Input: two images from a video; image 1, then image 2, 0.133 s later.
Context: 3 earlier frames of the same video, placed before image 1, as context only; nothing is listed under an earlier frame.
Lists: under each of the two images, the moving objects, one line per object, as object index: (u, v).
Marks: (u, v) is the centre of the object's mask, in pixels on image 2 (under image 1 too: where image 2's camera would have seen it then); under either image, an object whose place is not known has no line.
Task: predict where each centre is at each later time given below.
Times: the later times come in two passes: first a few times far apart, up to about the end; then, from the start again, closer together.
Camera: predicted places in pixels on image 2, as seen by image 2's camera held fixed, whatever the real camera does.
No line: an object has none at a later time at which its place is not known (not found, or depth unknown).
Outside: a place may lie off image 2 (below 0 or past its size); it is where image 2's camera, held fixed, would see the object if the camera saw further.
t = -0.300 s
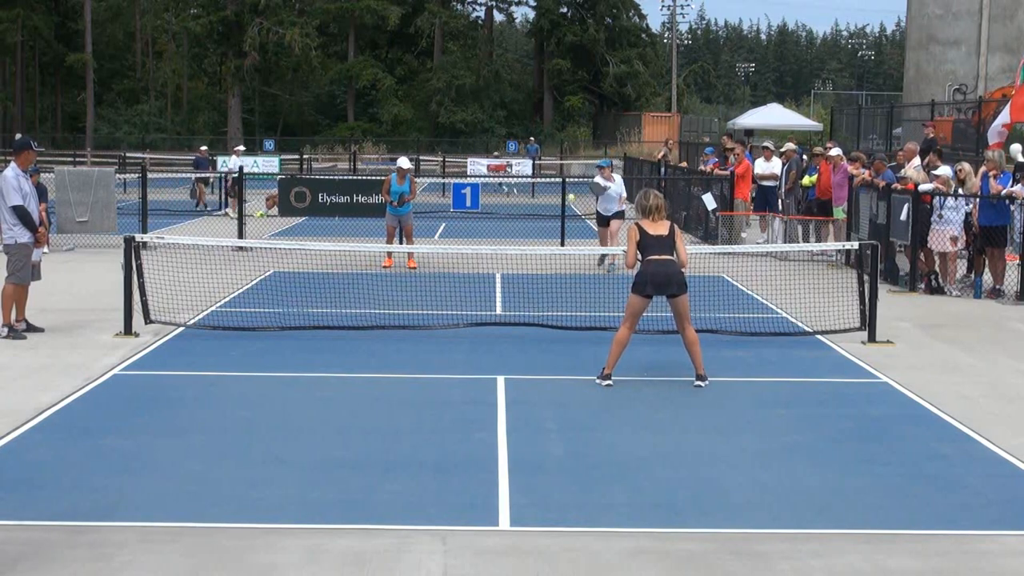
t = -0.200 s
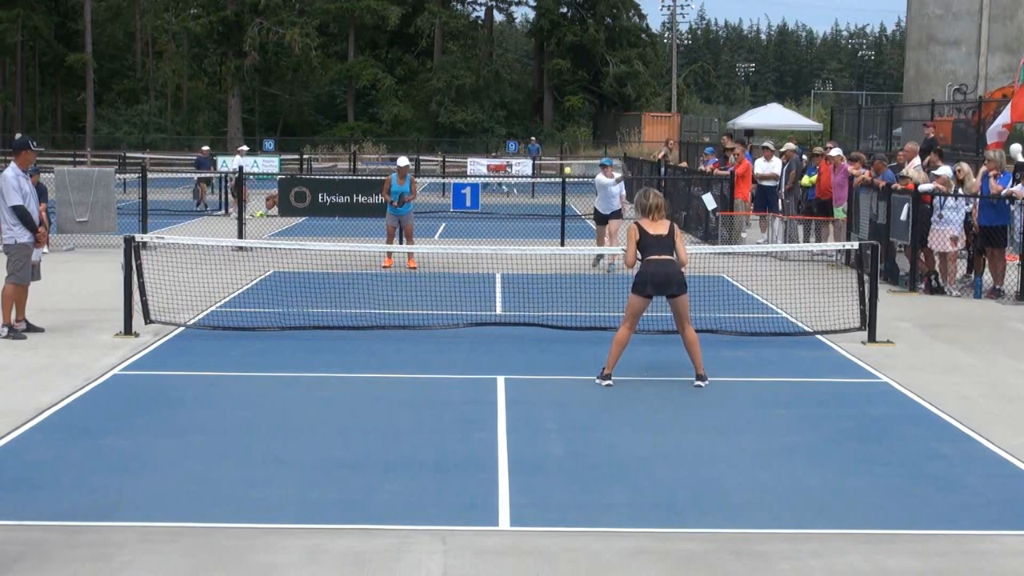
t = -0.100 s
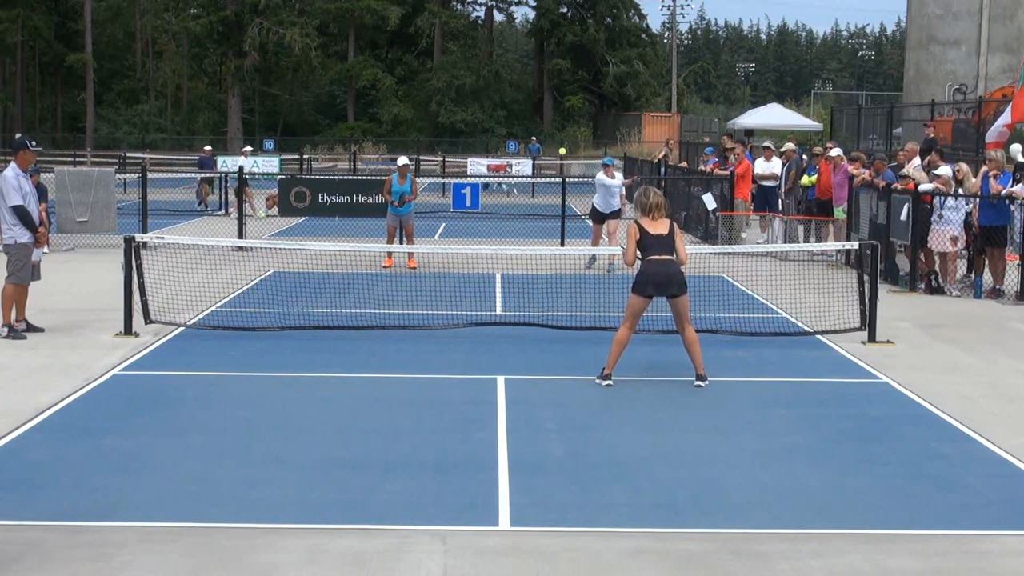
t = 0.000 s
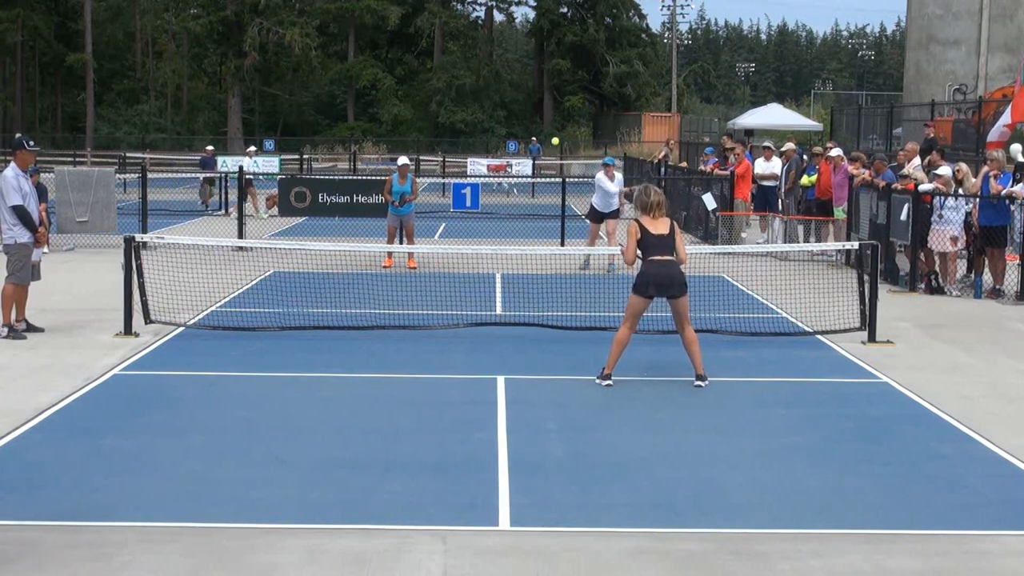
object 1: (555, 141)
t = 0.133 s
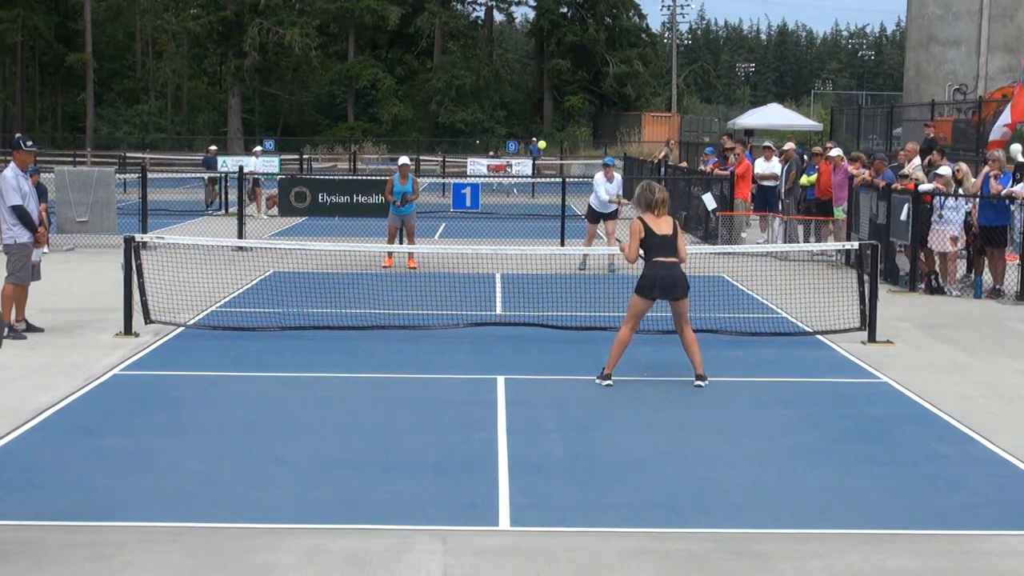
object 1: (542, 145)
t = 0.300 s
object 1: (518, 183)
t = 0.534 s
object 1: (469, 323)
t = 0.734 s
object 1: (418, 383)
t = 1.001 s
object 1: (340, 336)
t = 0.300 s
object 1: (518, 183)
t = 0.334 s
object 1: (513, 196)
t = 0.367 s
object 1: (506, 211)
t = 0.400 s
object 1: (500, 229)
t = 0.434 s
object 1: (493, 248)
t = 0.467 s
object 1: (486, 270)
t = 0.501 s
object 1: (478, 295)
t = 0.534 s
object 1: (469, 323)
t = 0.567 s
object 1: (461, 353)
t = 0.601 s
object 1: (452, 386)
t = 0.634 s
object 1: (442, 423)
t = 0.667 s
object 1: (434, 412)
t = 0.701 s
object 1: (426, 397)
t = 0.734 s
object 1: (418, 383)
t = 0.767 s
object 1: (409, 370)
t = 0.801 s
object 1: (401, 360)
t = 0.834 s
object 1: (391, 351)
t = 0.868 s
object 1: (382, 344)
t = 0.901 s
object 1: (372, 339)
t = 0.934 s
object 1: (361, 336)
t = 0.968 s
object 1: (351, 335)
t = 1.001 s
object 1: (340, 336)
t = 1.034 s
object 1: (328, 340)
